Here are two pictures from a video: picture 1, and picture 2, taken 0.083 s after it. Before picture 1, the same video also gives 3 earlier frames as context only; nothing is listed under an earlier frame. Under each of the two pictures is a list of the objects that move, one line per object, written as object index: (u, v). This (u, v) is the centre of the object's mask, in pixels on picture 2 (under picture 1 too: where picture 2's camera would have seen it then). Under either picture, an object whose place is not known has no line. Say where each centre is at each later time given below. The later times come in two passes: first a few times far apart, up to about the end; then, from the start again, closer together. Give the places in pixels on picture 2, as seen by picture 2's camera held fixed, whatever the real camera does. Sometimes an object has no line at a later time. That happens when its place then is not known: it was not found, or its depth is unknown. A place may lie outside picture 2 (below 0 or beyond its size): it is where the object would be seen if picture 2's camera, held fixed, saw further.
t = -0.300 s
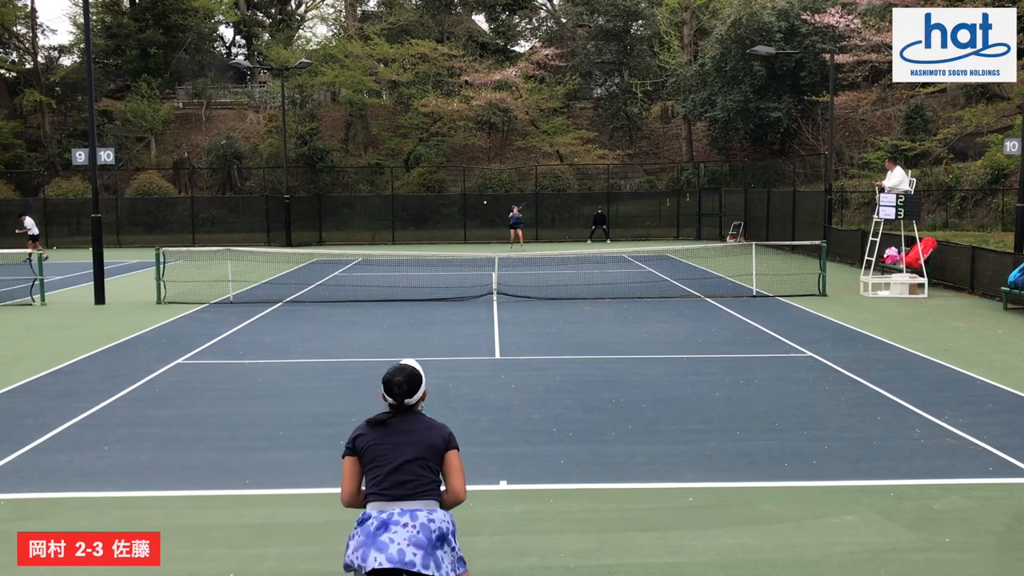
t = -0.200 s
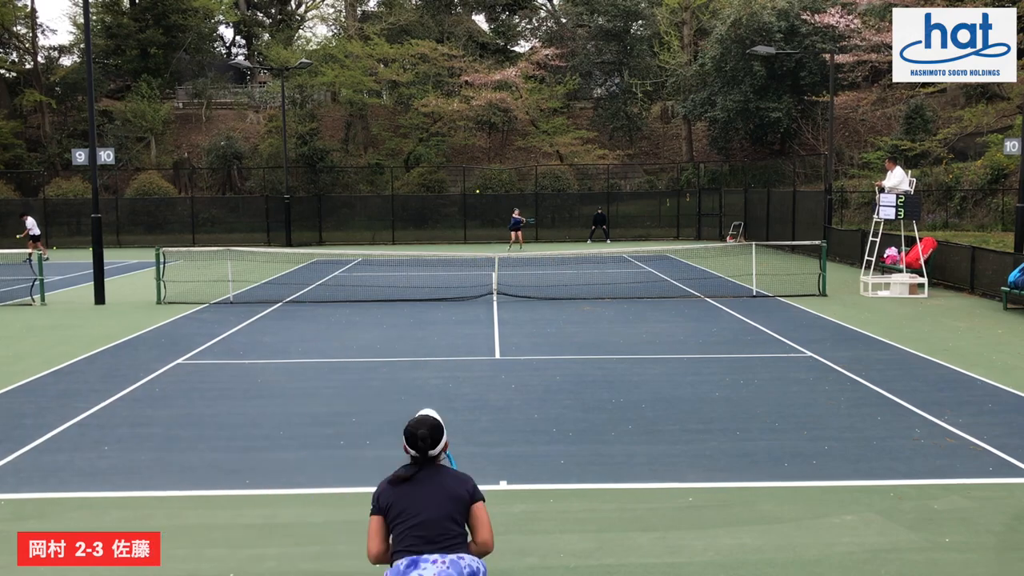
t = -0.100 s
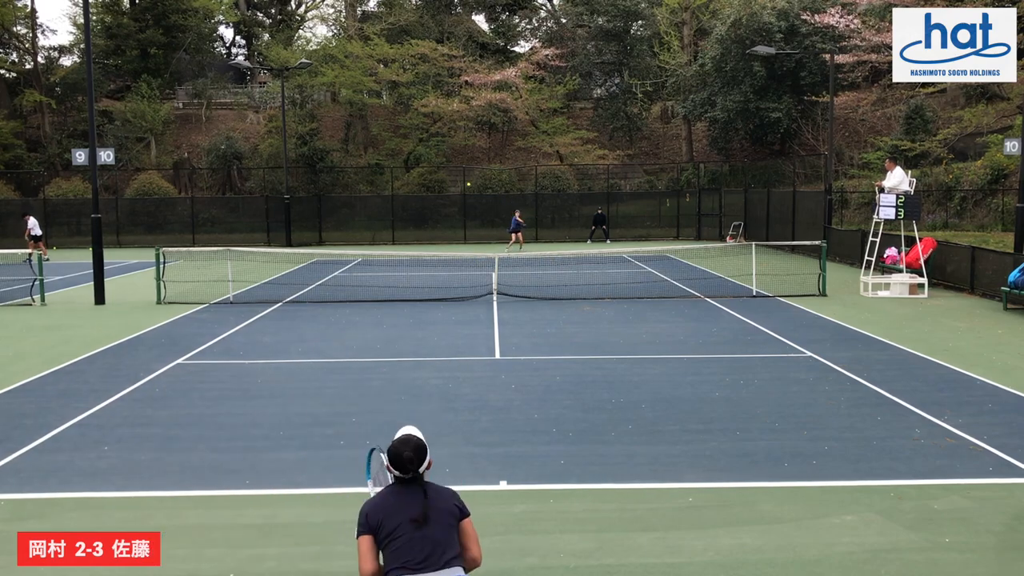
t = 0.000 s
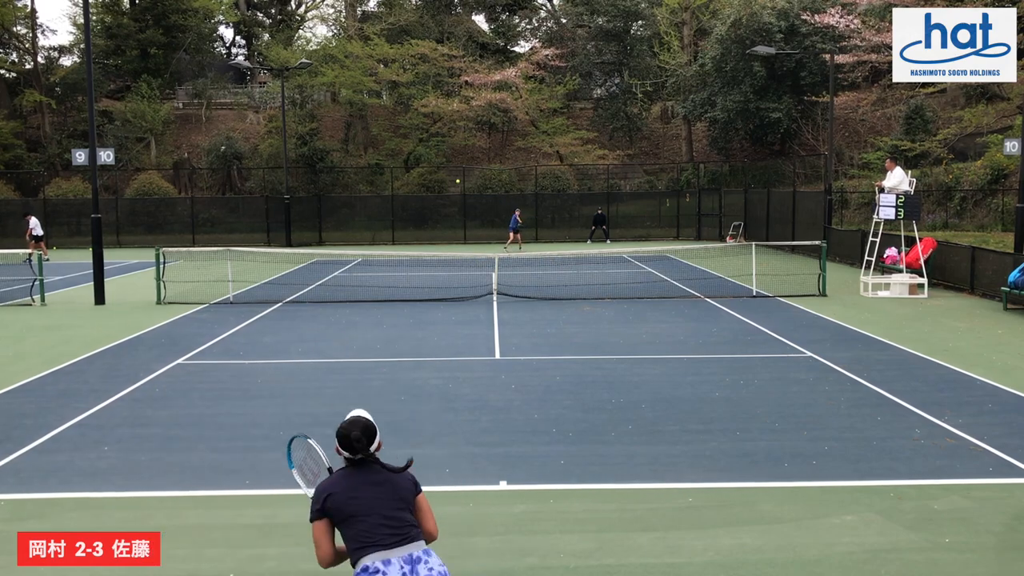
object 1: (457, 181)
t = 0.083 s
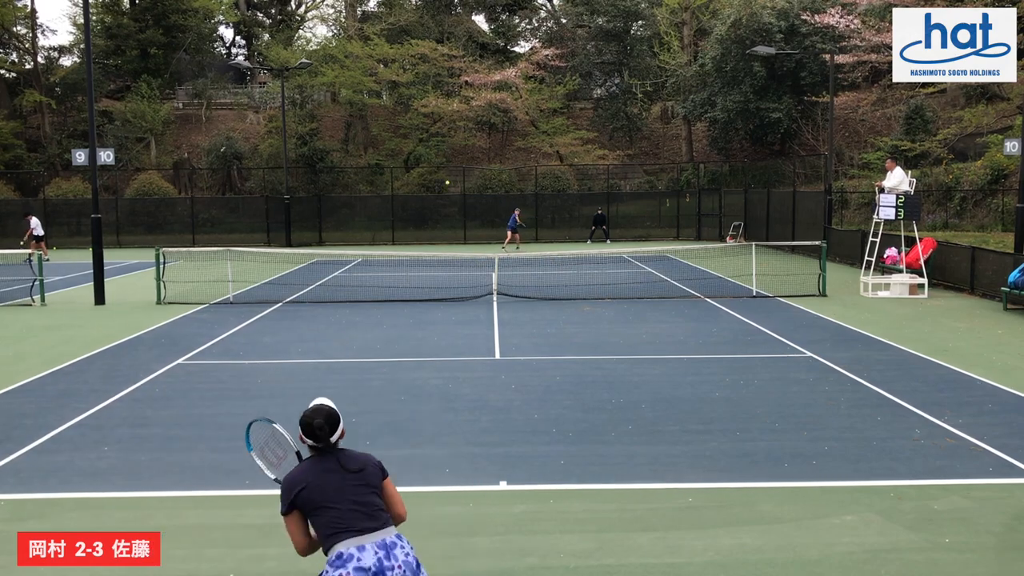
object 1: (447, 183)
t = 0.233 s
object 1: (423, 198)
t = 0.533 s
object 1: (344, 308)
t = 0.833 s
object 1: (227, 345)
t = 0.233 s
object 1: (423, 198)
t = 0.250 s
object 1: (420, 200)
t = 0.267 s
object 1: (416, 204)
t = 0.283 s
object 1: (413, 208)
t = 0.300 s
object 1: (409, 211)
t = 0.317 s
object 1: (406, 216)
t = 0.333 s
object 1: (402, 220)
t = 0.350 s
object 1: (398, 225)
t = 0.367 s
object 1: (394, 230)
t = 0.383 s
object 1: (390, 236)
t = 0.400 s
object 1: (386, 242)
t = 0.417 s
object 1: (381, 248)
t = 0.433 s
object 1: (377, 255)
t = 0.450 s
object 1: (372, 262)
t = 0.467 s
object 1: (367, 271)
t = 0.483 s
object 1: (361, 279)
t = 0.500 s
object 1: (355, 288)
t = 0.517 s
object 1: (350, 298)
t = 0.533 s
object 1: (344, 308)
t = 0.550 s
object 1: (338, 320)
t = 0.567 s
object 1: (331, 332)
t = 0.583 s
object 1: (324, 344)
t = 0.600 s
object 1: (317, 358)
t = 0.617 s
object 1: (309, 373)
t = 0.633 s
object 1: (301, 388)
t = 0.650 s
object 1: (295, 396)
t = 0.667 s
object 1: (289, 390)
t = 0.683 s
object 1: (285, 385)
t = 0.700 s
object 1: (280, 379)
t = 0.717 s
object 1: (274, 376)
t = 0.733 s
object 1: (267, 370)
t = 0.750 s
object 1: (261, 366)
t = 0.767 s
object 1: (255, 361)
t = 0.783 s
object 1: (248, 357)
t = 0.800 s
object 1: (241, 352)
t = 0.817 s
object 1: (235, 349)
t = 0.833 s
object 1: (227, 345)
